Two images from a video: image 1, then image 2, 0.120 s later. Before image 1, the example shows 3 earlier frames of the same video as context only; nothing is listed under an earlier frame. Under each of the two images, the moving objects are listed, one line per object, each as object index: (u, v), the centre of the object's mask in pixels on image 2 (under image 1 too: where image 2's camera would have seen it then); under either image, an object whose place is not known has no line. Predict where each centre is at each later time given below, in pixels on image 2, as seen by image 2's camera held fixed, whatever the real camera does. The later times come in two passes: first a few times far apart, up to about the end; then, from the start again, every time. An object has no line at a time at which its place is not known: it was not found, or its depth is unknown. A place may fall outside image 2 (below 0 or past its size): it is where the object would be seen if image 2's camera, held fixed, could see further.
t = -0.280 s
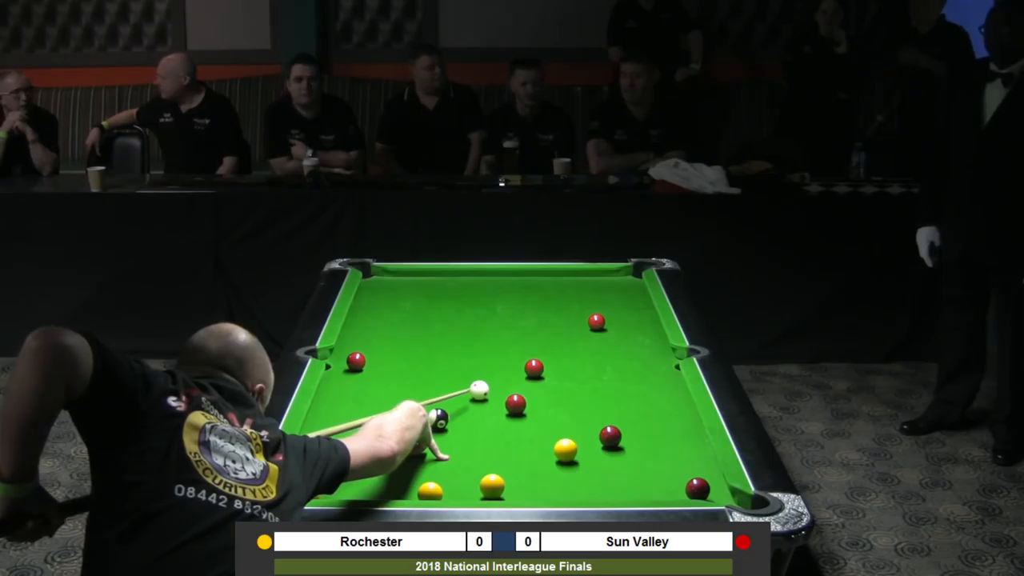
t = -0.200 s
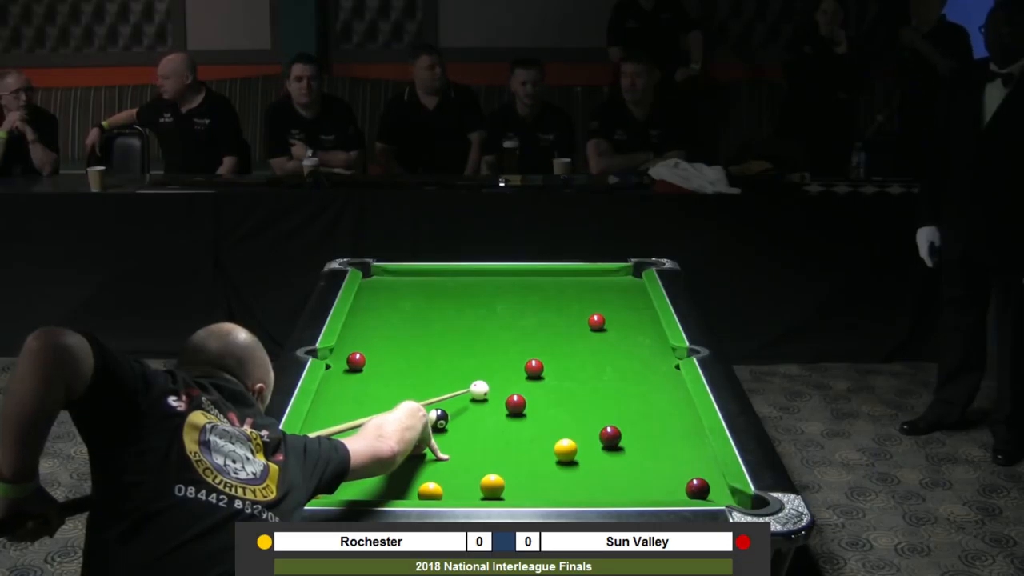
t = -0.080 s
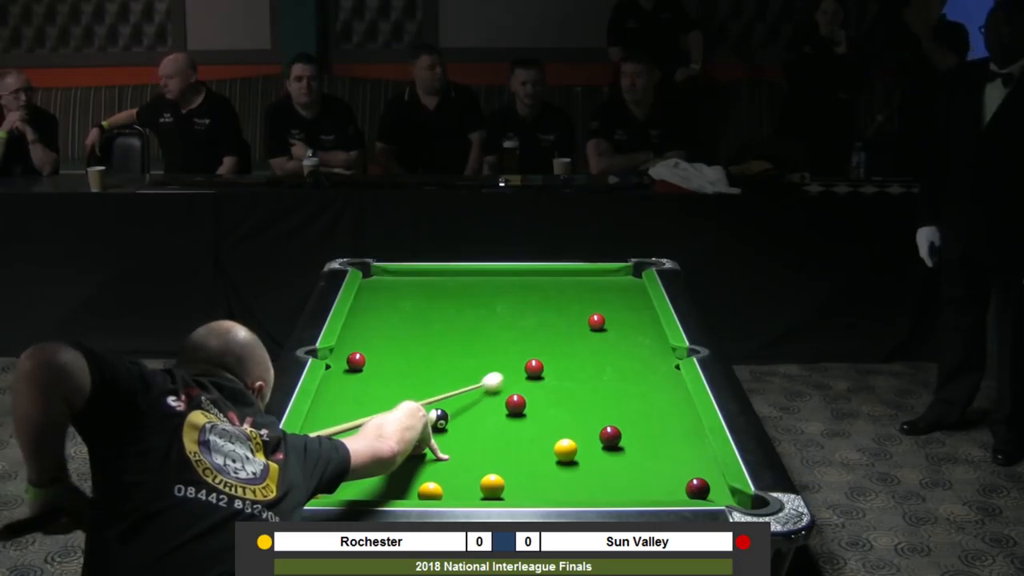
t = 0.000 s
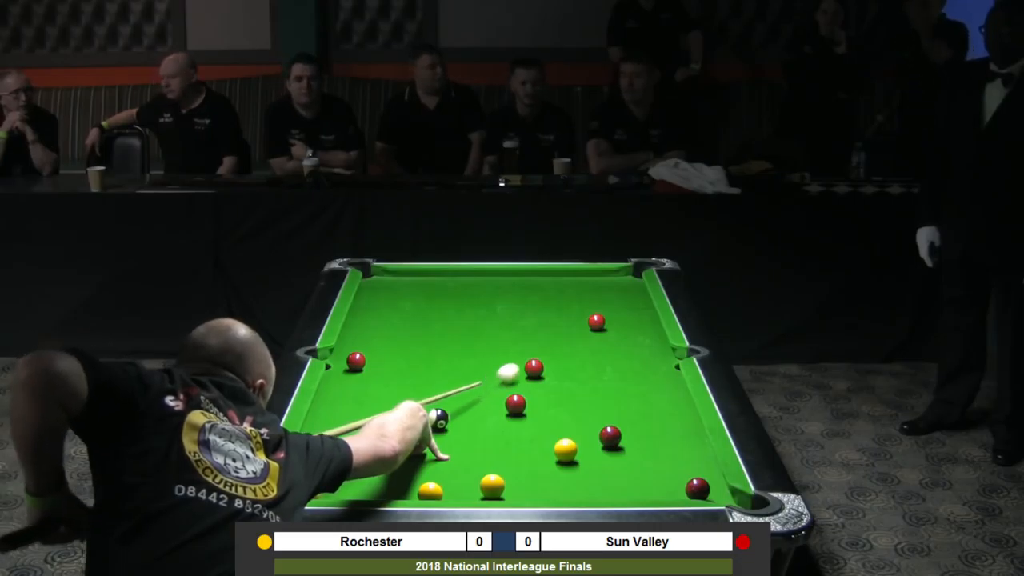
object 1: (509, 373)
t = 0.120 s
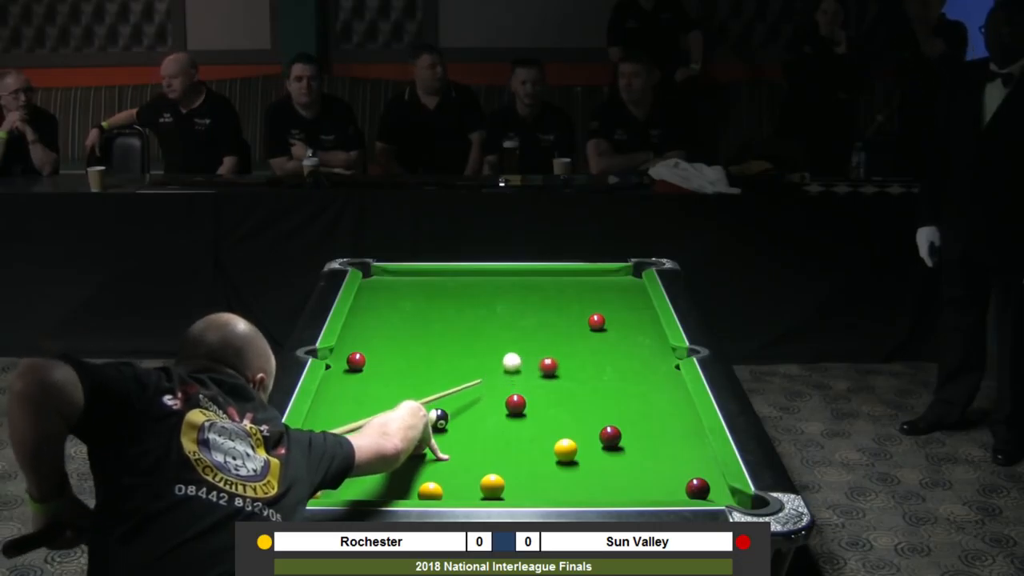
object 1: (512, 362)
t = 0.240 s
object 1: (510, 352)
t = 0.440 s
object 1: (508, 337)
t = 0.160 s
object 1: (511, 358)
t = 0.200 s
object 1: (510, 355)
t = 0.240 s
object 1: (510, 352)
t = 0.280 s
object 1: (509, 349)
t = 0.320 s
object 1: (509, 346)
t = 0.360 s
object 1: (509, 343)
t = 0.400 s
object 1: (508, 340)
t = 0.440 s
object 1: (508, 337)
